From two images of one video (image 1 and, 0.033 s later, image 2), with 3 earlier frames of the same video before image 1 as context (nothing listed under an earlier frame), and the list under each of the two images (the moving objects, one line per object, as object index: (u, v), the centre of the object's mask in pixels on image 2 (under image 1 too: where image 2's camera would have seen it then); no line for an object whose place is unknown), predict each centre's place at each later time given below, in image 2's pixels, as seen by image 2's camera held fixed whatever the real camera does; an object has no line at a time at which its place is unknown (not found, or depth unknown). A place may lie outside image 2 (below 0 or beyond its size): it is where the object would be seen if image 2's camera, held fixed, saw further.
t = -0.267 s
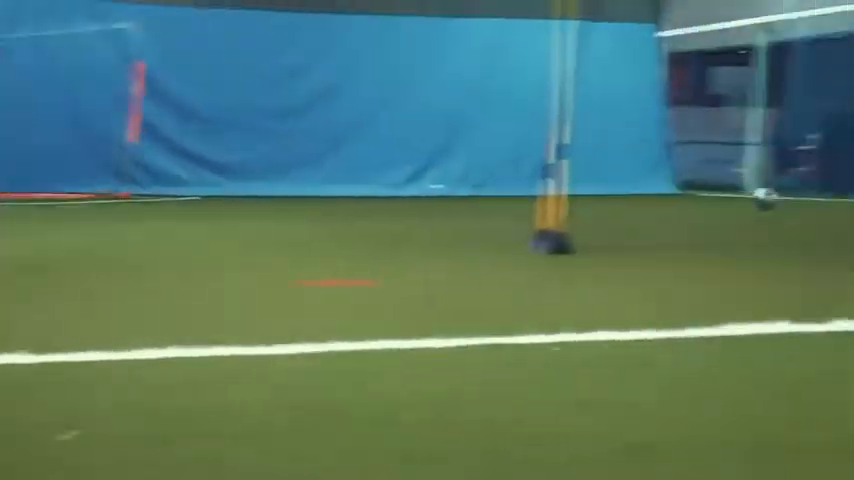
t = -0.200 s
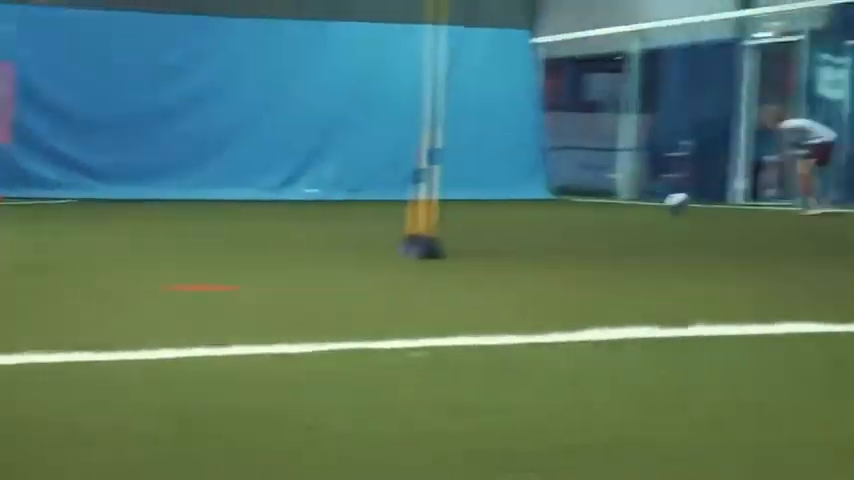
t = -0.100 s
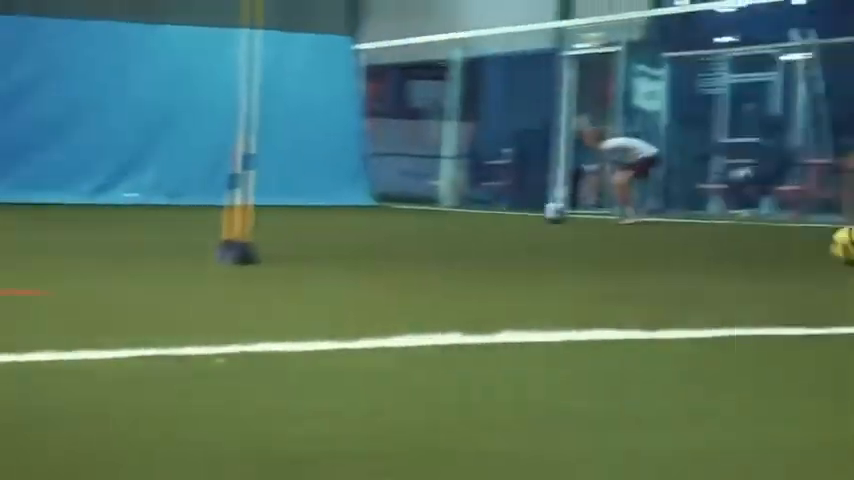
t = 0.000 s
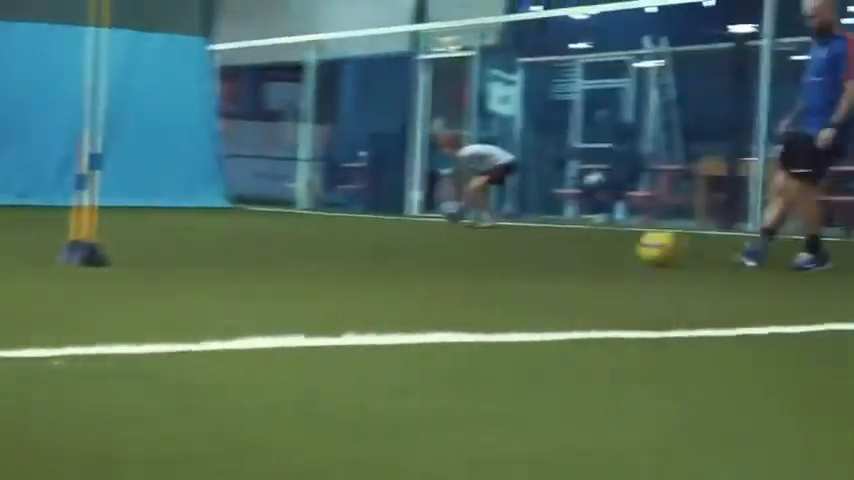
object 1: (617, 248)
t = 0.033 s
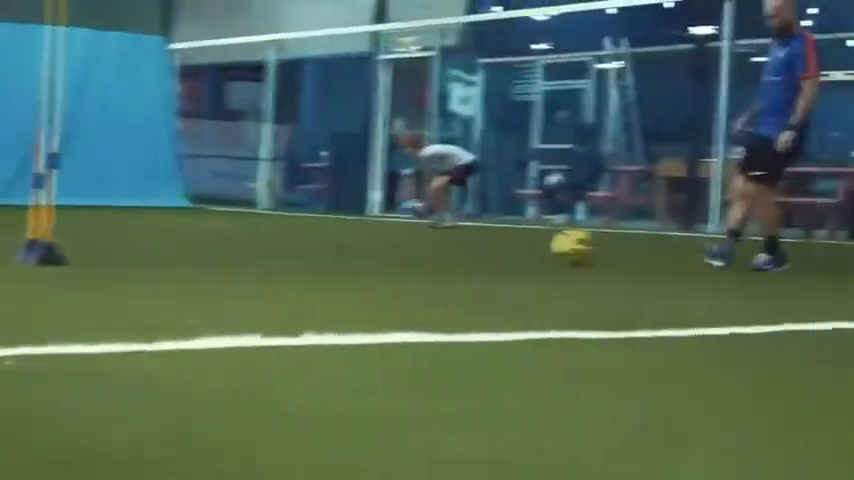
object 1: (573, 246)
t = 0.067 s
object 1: (529, 244)
